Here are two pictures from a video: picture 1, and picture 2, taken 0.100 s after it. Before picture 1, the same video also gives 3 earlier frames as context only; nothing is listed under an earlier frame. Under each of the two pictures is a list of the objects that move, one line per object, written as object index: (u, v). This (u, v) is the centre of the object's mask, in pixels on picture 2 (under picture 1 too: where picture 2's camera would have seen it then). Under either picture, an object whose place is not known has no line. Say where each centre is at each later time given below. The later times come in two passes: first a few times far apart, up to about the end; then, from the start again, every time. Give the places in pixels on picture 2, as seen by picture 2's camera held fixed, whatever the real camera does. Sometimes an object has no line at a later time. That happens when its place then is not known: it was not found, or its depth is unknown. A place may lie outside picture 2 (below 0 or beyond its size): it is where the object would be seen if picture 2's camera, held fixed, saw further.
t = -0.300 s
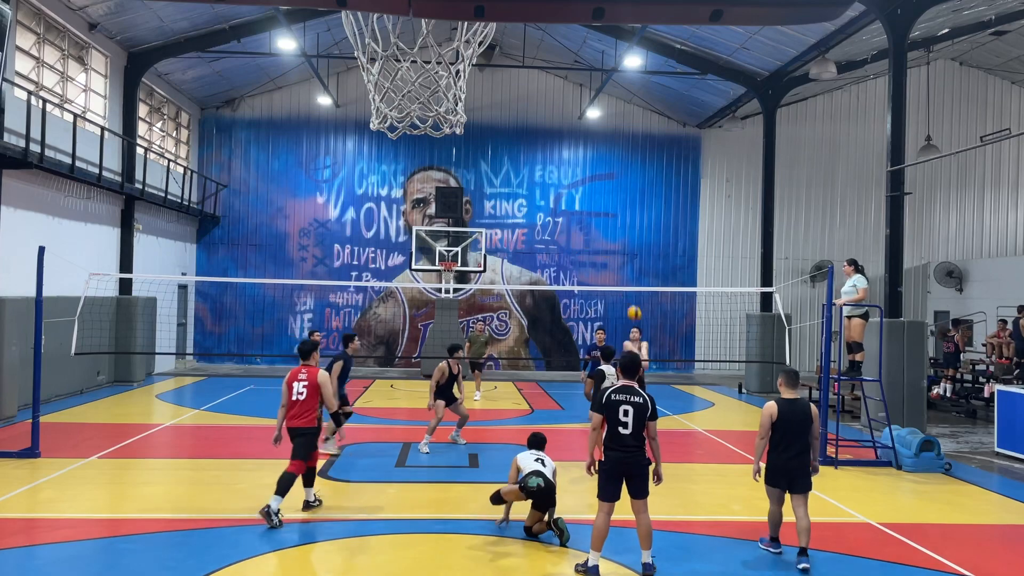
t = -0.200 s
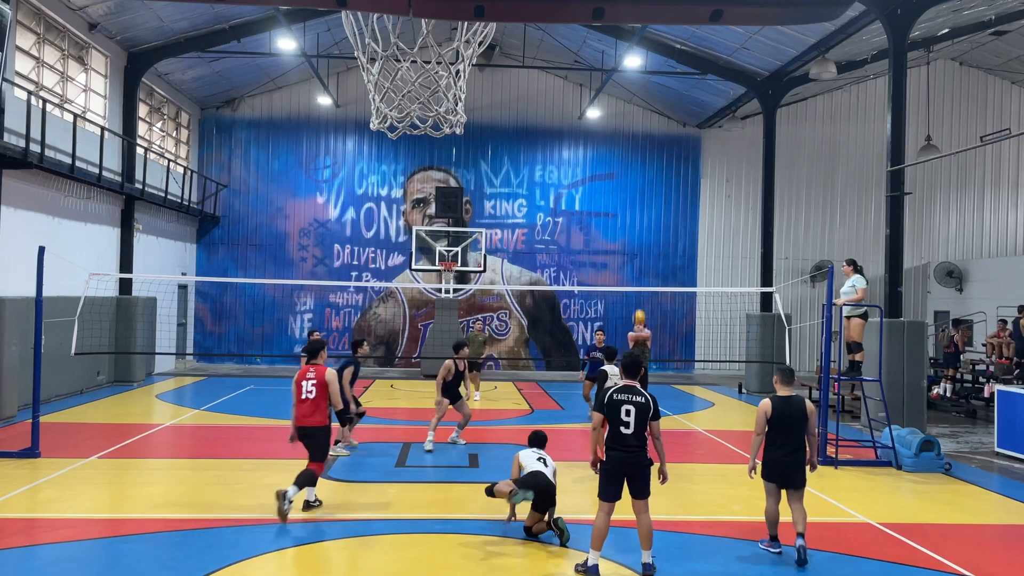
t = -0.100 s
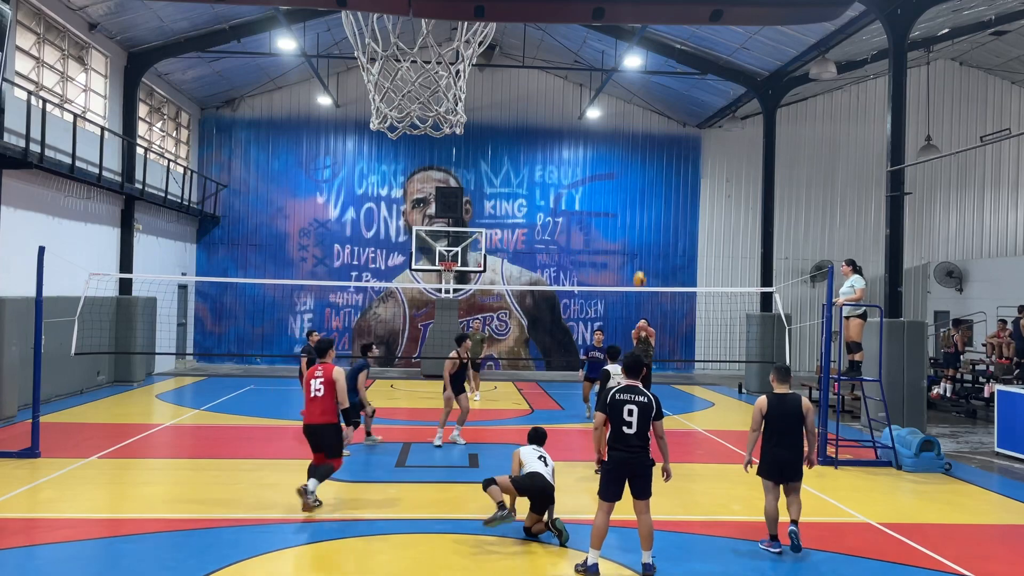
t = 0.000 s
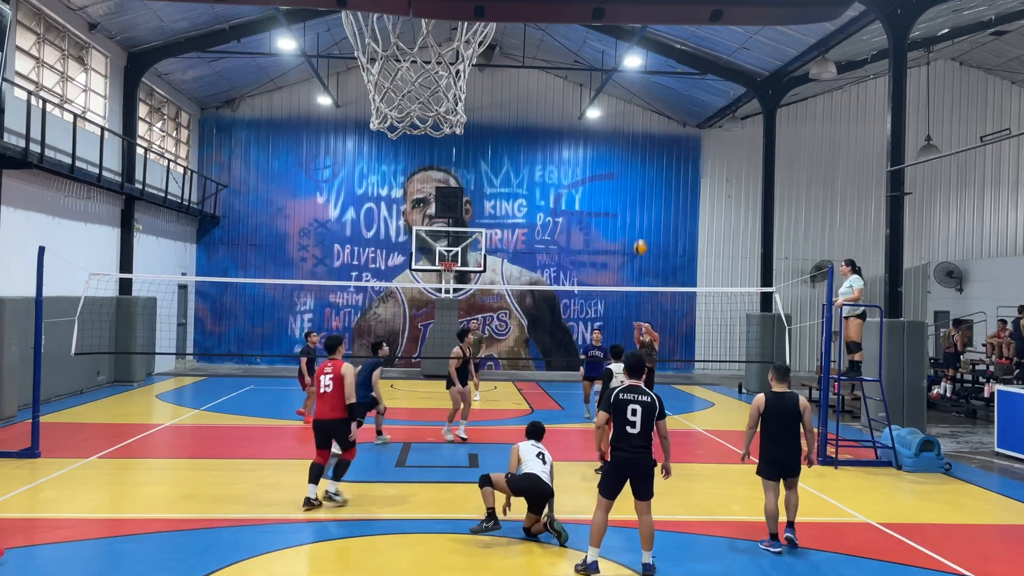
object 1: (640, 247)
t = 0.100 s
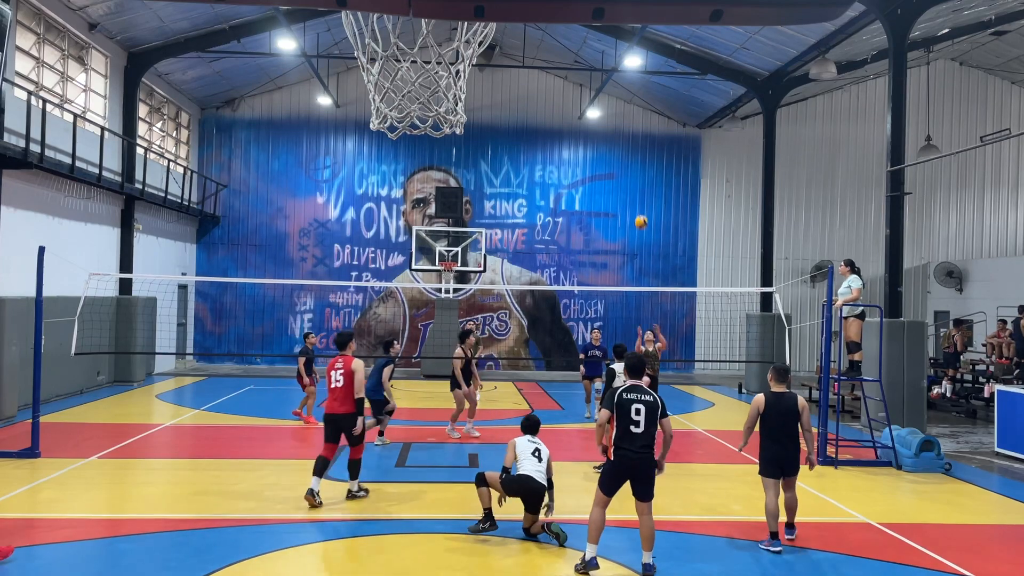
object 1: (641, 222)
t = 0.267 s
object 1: (642, 195)
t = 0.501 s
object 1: (642, 185)
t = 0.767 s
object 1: (642, 213)
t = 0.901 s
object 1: (641, 241)
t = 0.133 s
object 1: (641, 215)
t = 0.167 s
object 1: (641, 209)
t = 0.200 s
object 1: (642, 204)
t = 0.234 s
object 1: (642, 199)
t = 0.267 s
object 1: (642, 195)
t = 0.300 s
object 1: (642, 192)
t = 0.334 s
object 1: (642, 189)
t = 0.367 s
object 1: (642, 187)
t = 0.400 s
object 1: (642, 185)
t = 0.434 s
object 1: (642, 185)
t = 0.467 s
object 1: (642, 185)
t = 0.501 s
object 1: (642, 185)
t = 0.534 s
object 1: (642, 187)
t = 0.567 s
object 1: (642, 188)
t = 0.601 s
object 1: (642, 191)
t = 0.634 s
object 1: (642, 194)
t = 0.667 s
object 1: (642, 198)
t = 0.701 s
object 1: (642, 202)
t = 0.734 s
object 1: (642, 207)
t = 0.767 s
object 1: (642, 213)
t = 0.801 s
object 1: (642, 219)
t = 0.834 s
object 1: (642, 226)
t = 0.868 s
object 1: (641, 233)
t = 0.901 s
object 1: (641, 241)
